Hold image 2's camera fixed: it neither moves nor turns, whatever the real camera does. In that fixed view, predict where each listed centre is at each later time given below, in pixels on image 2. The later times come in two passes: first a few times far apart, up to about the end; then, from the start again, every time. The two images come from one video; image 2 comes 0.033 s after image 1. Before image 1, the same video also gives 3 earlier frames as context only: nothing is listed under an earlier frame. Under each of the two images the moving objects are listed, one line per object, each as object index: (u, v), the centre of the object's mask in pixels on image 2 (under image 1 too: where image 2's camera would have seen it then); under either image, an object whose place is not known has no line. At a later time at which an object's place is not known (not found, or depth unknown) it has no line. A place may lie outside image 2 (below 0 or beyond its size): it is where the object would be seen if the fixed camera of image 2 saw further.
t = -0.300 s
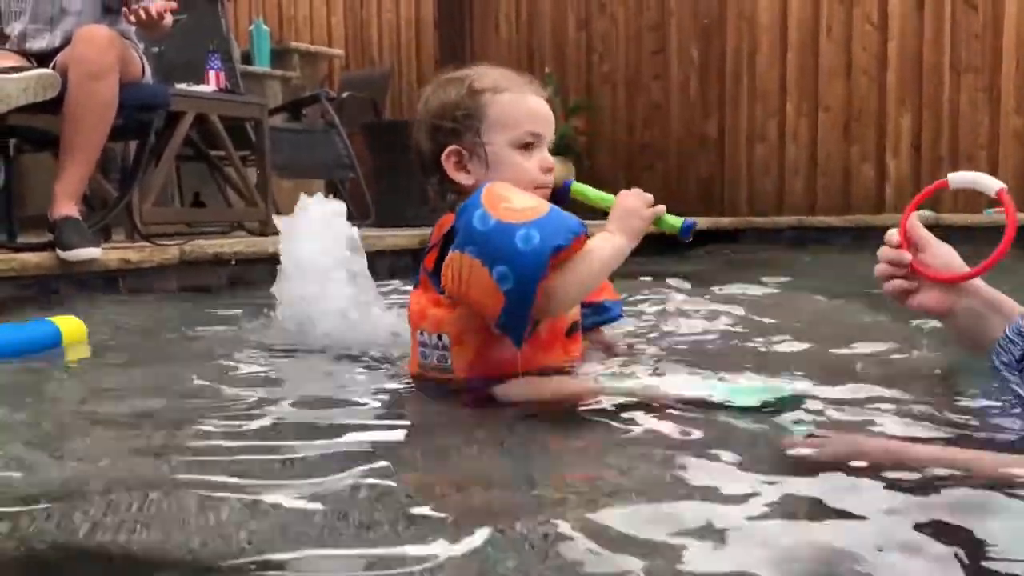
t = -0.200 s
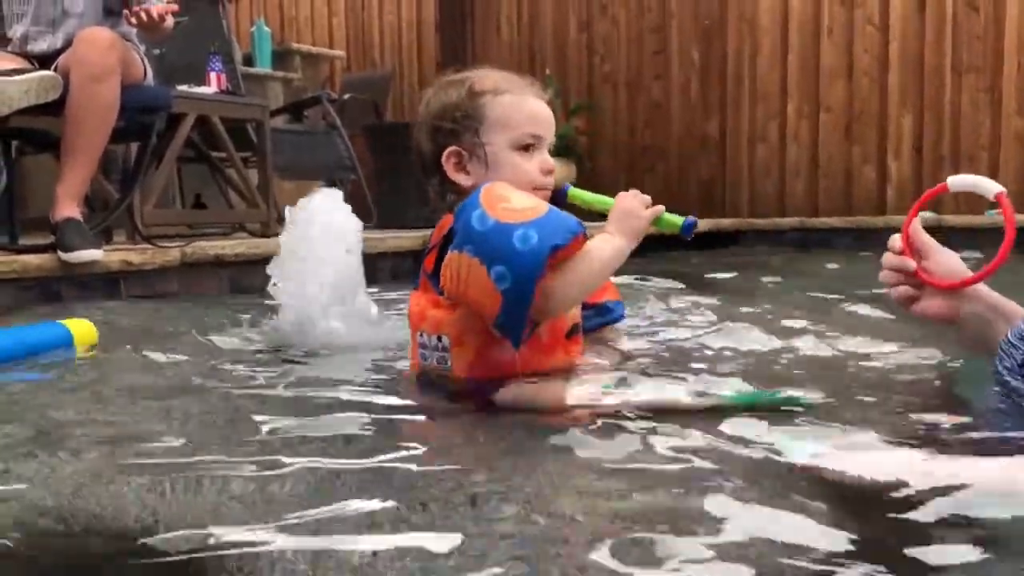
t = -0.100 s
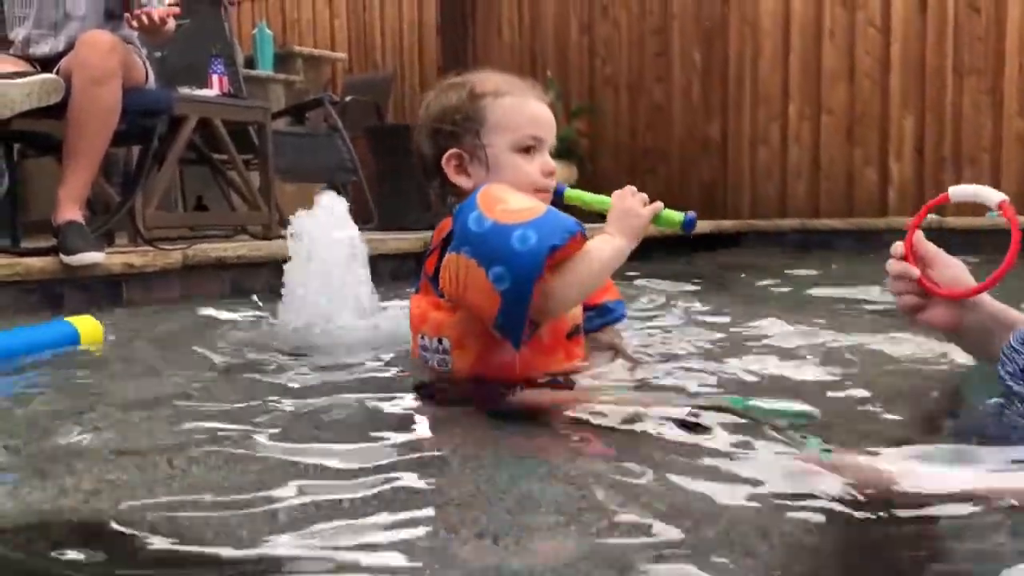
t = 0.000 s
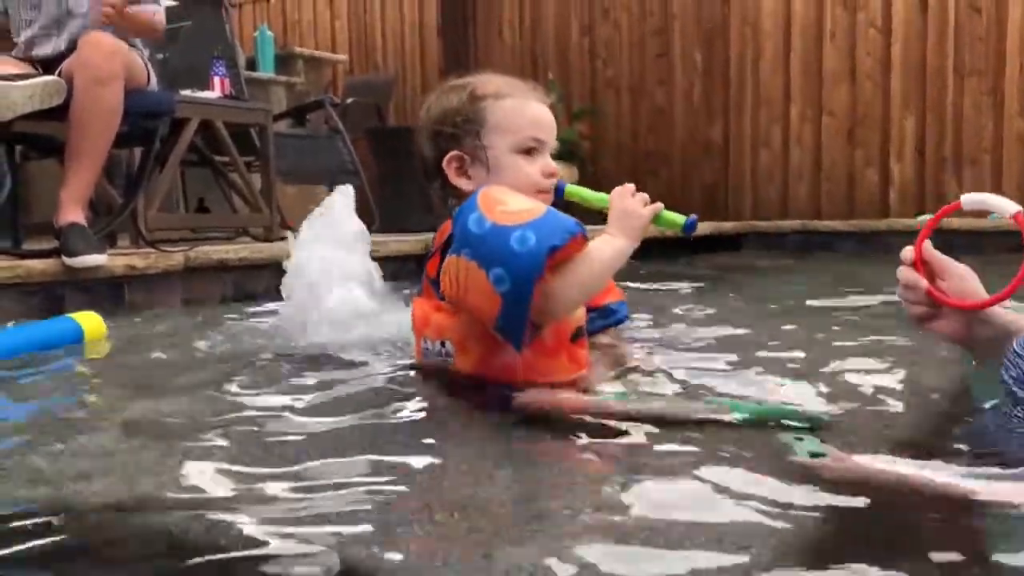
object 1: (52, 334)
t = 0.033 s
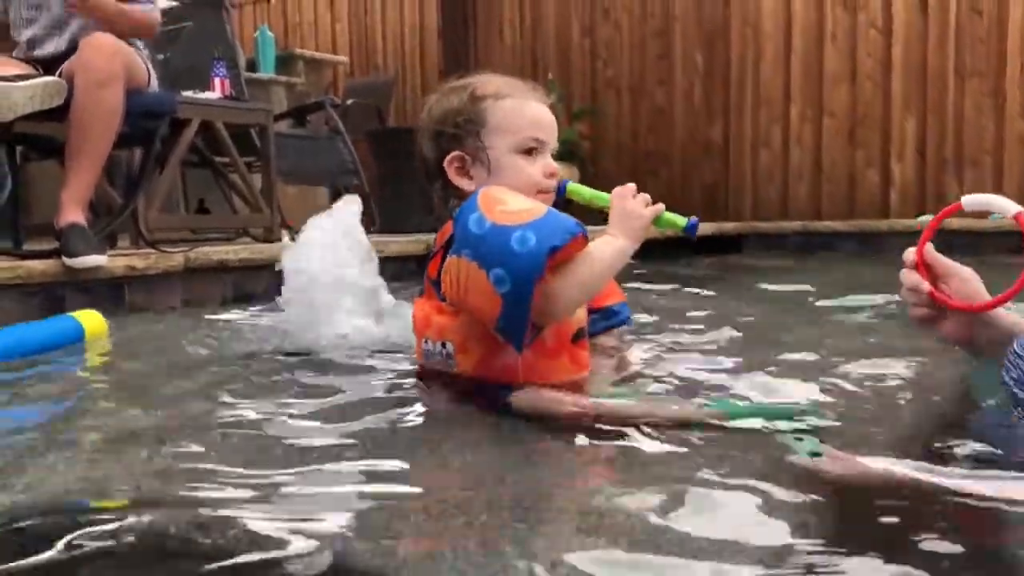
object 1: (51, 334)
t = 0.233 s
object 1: (50, 327)
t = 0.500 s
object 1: (45, 337)
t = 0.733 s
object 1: (41, 338)
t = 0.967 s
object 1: (40, 353)
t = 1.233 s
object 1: (42, 343)
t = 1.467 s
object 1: (38, 336)
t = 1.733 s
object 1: (36, 340)
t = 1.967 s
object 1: (33, 347)
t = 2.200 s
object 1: (45, 347)
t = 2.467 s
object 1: (48, 349)
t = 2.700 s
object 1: (64, 345)
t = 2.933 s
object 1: (67, 343)
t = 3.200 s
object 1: (73, 350)
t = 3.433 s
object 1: (87, 339)
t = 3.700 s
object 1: (92, 346)
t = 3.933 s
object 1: (105, 351)
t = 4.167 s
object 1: (109, 353)
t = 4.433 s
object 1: (109, 345)
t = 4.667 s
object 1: (112, 343)
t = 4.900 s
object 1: (135, 349)
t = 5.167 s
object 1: (146, 338)
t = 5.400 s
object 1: (159, 342)
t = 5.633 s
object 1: (169, 342)
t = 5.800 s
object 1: (171, 342)
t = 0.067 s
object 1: (51, 332)
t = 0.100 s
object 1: (51, 331)
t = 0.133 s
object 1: (50, 329)
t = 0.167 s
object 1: (49, 328)
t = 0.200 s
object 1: (49, 327)
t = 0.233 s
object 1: (50, 327)
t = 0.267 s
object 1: (49, 327)
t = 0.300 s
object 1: (50, 327)
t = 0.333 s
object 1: (47, 328)
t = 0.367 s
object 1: (50, 332)
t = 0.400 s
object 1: (46, 334)
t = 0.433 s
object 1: (44, 335)
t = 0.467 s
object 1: (45, 336)
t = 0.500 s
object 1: (45, 337)
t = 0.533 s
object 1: (44, 339)
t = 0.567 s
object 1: (42, 340)
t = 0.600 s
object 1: (42, 340)
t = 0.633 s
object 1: (42, 340)
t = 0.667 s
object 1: (42, 339)
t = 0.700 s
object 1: (41, 339)
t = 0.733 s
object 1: (41, 338)
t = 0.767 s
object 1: (40, 339)
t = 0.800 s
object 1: (39, 340)
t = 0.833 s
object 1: (38, 342)
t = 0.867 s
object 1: (37, 346)
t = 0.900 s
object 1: (38, 348)
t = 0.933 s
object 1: (38, 351)
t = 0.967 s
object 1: (40, 353)
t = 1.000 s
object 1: (41, 353)
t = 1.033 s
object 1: (43, 353)
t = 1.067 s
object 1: (44, 353)
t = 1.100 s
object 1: (46, 353)
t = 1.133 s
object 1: (42, 350)
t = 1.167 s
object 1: (42, 348)
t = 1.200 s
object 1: (42, 346)
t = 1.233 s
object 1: (42, 343)
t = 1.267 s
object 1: (42, 341)
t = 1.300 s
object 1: (42, 339)
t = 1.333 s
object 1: (40, 338)
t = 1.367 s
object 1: (39, 337)
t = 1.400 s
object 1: (39, 336)
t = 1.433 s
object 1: (39, 336)
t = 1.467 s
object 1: (38, 336)
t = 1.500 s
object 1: (37, 337)
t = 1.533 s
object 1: (35, 338)
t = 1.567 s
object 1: (36, 338)
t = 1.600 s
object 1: (37, 340)
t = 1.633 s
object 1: (37, 341)
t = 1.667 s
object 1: (36, 342)
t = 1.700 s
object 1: (37, 341)
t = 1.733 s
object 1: (36, 340)
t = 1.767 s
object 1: (36, 340)
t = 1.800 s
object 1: (34, 341)
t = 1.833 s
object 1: (33, 344)
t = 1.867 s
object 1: (33, 345)
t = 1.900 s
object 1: (34, 346)
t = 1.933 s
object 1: (33, 347)
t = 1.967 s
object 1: (33, 347)
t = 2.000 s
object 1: (32, 348)
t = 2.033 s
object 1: (34, 348)
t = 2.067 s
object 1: (36, 347)
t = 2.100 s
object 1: (38, 346)
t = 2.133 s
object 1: (41, 346)
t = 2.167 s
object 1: (44, 346)
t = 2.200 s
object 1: (45, 347)
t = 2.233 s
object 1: (48, 348)
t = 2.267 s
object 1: (48, 349)
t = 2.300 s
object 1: (47, 350)
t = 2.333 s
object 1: (46, 351)
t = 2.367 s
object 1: (45, 351)
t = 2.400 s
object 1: (45, 351)
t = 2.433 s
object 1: (48, 350)
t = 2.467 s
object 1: (48, 349)
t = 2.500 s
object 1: (50, 348)
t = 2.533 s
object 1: (52, 347)
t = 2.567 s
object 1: (55, 346)
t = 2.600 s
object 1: (57, 346)
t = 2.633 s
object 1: (61, 345)
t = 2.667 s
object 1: (60, 344)
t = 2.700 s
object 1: (64, 345)
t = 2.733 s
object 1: (64, 344)
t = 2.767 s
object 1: (65, 344)
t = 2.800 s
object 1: (66, 344)
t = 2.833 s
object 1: (68, 344)
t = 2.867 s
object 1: (68, 344)
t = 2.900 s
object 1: (67, 343)
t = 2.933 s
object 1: (67, 343)
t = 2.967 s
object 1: (66, 343)
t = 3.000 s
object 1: (65, 344)
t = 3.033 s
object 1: (65, 344)
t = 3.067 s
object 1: (65, 345)
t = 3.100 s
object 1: (66, 346)
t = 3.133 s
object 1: (68, 348)
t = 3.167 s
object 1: (70, 350)
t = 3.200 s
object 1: (73, 350)
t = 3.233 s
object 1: (76, 349)
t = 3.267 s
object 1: (79, 348)
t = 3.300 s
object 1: (82, 345)
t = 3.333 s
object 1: (84, 345)
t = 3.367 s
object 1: (87, 341)
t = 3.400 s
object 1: (87, 339)
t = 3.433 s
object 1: (87, 339)
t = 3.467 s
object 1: (87, 338)
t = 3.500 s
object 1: (87, 338)
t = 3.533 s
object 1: (87, 339)
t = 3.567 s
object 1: (87, 339)
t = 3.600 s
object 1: (88, 340)
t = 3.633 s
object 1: (89, 342)
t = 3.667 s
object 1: (91, 344)
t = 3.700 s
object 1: (92, 346)
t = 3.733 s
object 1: (95, 348)
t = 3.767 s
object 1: (97, 349)
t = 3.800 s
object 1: (98, 350)
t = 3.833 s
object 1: (100, 350)
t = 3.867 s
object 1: (102, 351)
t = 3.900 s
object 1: (104, 351)
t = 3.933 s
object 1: (105, 351)
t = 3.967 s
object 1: (105, 351)
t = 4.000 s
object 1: (106, 351)
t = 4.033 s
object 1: (106, 352)
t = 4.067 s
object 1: (107, 352)
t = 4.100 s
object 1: (107, 352)
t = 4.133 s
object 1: (109, 352)
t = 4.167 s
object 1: (109, 353)
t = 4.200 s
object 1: (110, 353)
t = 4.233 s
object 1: (112, 353)
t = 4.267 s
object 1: (113, 353)
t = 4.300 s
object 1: (112, 352)
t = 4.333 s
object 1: (111, 350)
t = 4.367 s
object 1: (110, 349)
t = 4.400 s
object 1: (110, 346)
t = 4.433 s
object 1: (109, 345)
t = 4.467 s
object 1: (109, 343)
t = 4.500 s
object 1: (108, 342)
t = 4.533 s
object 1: (108, 343)
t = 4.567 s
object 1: (108, 343)
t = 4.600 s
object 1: (109, 343)
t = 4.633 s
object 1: (110, 343)
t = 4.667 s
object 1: (112, 343)
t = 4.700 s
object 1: (114, 344)
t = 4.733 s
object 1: (118, 346)
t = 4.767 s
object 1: (122, 347)
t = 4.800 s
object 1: (126, 349)
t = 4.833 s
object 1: (129, 350)
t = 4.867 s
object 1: (132, 349)
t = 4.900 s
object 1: (135, 349)
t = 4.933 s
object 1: (137, 347)
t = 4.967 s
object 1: (139, 345)
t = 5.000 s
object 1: (141, 343)
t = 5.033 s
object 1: (142, 341)
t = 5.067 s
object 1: (143, 340)
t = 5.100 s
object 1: (144, 339)
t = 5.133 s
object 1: (146, 338)
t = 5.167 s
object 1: (146, 338)
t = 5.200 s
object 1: (147, 337)
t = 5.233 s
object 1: (148, 337)
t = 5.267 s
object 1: (150, 337)
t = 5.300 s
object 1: (152, 338)
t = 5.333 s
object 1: (154, 339)
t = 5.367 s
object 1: (156, 340)
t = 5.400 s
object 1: (159, 342)
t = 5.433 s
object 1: (161, 343)
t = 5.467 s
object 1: (162, 345)
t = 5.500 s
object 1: (163, 345)
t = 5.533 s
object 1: (165, 345)
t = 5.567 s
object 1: (166, 345)
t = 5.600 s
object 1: (168, 344)
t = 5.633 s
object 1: (169, 342)
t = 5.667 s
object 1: (170, 341)
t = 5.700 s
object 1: (171, 340)
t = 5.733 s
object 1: (170, 341)
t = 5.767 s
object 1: (170, 342)
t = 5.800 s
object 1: (171, 342)
